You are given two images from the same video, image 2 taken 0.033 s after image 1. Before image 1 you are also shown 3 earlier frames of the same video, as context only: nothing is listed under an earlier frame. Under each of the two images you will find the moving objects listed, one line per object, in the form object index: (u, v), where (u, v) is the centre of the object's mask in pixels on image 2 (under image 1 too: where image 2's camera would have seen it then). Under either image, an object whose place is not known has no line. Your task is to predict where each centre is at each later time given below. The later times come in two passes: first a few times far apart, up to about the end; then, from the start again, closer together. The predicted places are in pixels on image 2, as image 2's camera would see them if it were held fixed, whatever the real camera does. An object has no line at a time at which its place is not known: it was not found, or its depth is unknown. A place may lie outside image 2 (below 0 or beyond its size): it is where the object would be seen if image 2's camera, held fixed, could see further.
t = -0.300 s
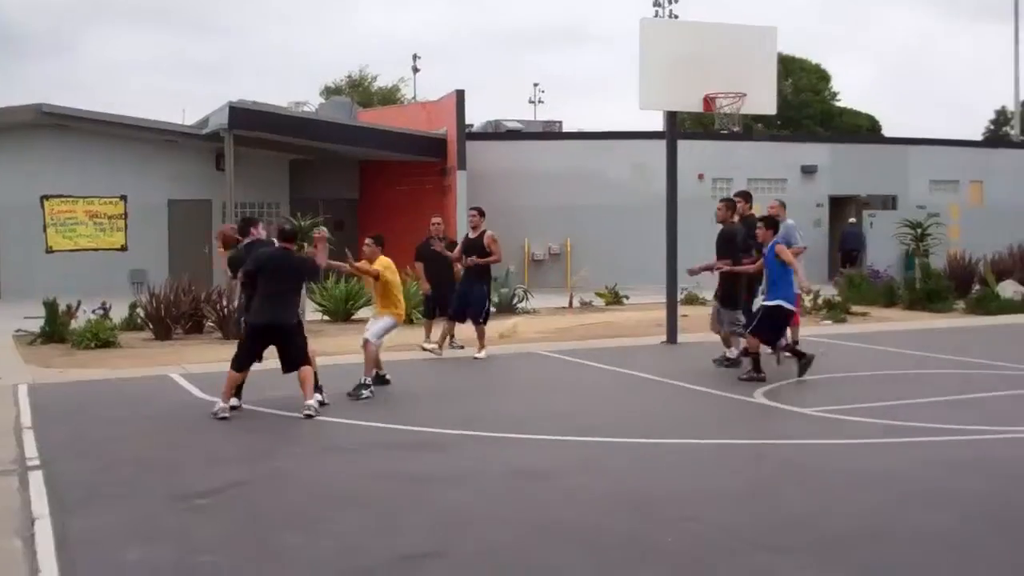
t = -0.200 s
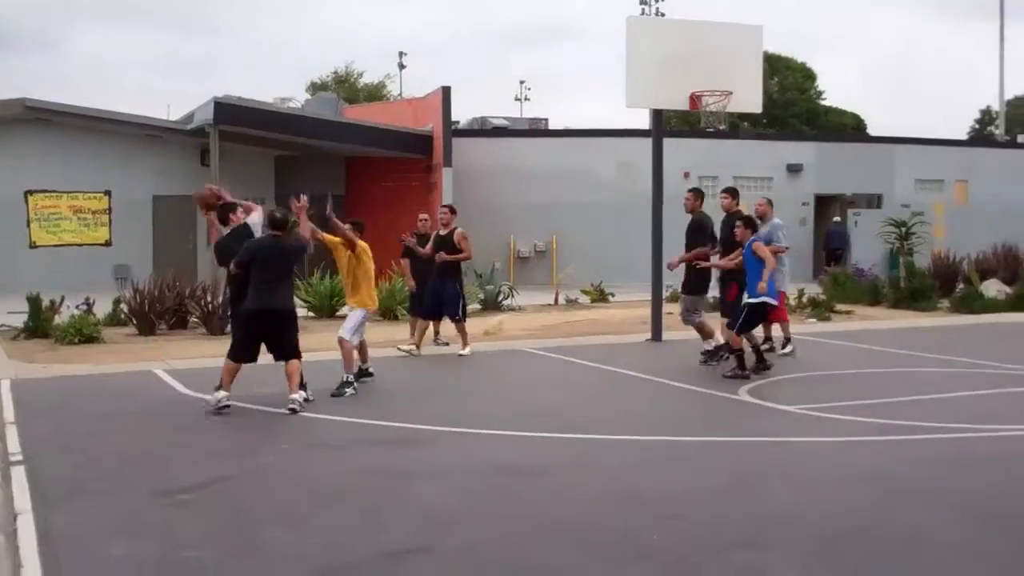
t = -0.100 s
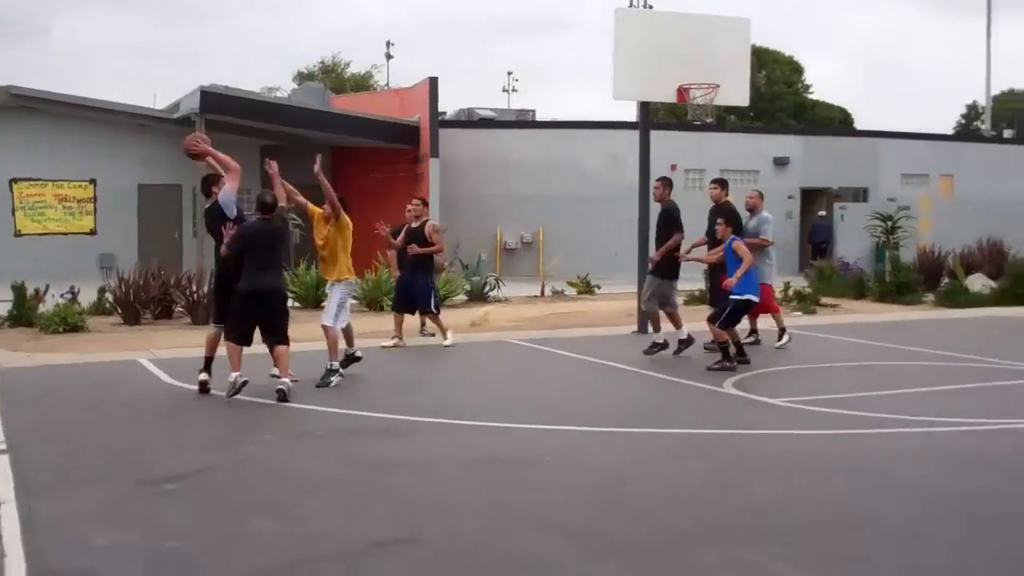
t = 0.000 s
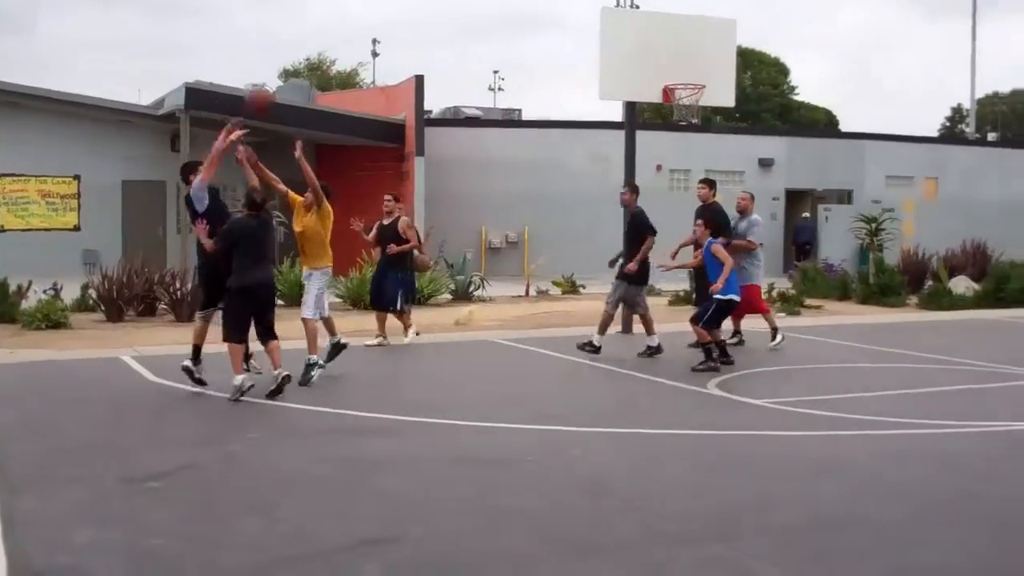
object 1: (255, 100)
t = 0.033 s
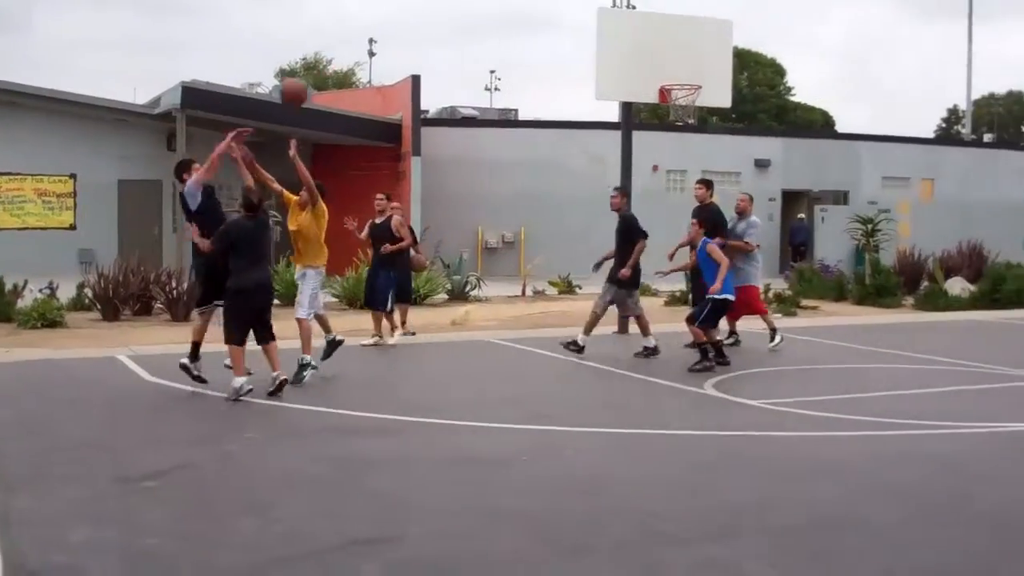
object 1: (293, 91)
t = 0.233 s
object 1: (517, 73)
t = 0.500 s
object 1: (827, 124)
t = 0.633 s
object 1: (989, 187)
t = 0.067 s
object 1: (329, 87)
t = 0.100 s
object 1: (367, 80)
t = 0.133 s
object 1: (404, 77)
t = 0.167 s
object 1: (442, 74)
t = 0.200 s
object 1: (479, 73)
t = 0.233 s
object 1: (517, 73)
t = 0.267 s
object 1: (555, 74)
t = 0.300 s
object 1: (593, 77)
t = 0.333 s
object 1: (632, 82)
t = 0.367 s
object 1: (670, 88)
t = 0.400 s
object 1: (710, 95)
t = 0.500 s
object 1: (827, 124)
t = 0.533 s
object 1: (867, 138)
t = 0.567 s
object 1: (908, 153)
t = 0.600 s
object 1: (948, 169)
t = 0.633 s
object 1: (989, 187)
